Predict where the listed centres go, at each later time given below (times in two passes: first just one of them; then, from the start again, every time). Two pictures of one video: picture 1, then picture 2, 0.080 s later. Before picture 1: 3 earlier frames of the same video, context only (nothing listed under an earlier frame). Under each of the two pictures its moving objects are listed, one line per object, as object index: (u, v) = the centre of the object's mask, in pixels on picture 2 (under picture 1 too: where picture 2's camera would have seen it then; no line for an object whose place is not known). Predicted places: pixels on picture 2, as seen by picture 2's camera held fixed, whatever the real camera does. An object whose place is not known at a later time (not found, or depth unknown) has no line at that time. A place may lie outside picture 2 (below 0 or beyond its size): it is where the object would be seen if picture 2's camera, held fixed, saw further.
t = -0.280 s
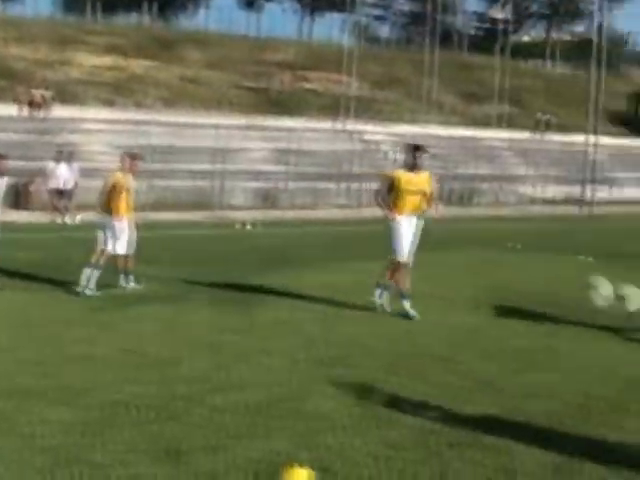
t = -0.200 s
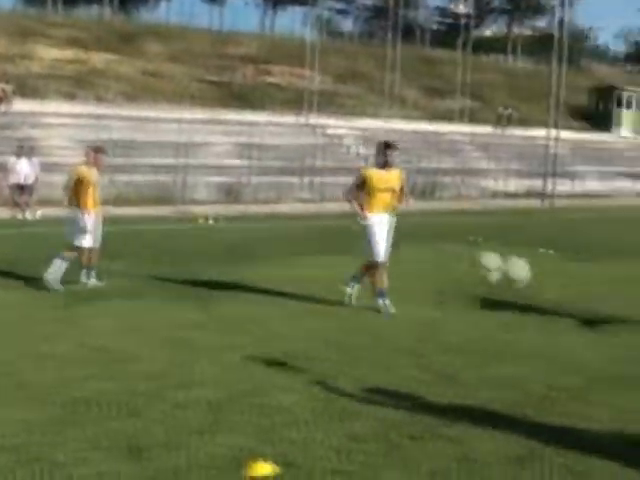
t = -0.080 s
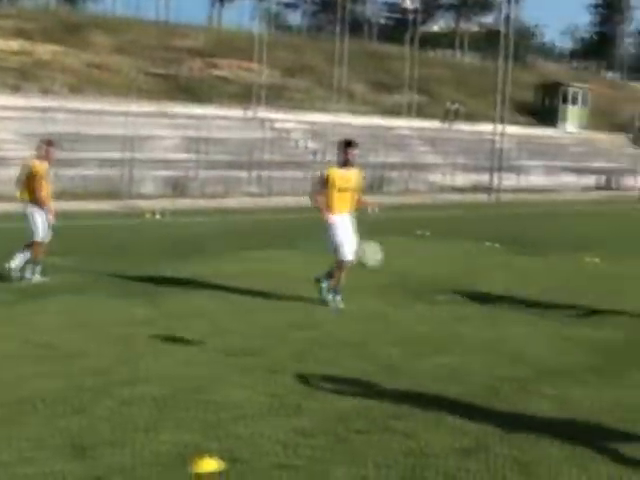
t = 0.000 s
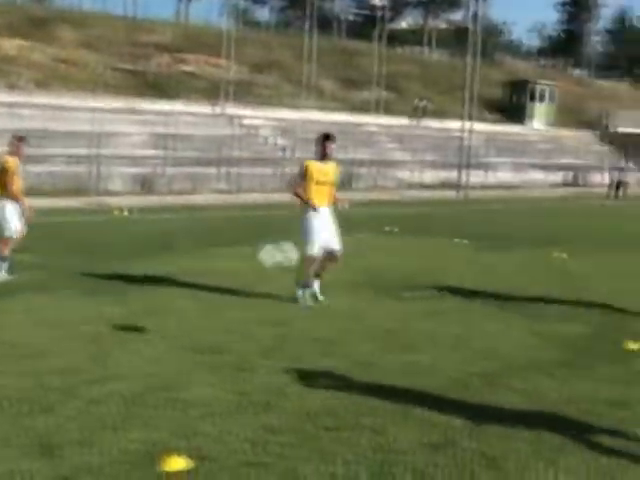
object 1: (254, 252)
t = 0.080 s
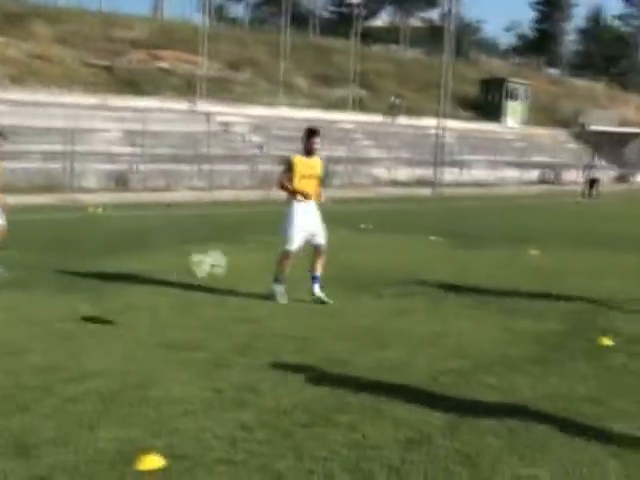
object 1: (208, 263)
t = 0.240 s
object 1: (131, 302)
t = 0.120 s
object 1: (187, 271)
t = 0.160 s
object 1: (166, 280)
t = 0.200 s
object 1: (148, 291)
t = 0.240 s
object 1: (131, 302)
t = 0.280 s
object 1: (119, 298)
